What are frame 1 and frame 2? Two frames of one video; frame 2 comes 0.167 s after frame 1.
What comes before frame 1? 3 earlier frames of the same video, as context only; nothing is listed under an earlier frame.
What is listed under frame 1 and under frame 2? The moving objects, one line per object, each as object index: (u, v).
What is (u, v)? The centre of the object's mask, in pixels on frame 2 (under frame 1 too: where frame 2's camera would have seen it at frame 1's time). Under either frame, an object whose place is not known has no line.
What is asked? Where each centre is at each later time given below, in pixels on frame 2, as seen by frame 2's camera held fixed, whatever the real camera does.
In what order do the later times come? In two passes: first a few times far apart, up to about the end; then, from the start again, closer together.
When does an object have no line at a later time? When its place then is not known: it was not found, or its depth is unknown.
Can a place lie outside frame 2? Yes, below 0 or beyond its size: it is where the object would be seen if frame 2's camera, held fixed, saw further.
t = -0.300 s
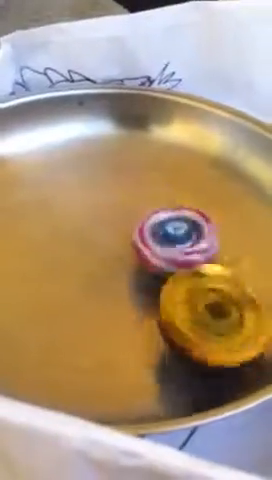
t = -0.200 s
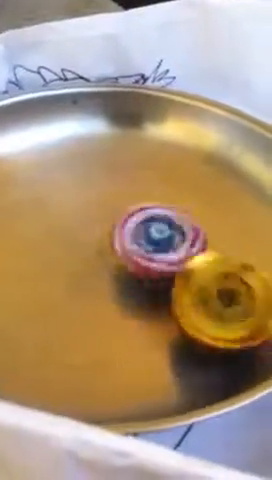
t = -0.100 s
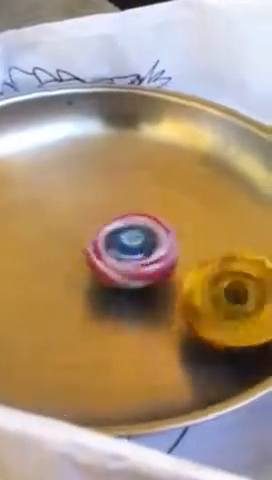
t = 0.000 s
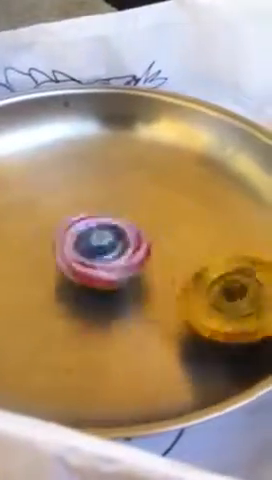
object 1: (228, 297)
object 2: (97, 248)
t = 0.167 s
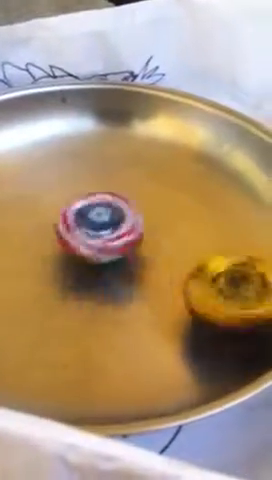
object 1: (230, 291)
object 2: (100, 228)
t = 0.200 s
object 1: (231, 288)
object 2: (106, 226)
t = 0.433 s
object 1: (230, 277)
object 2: (136, 250)
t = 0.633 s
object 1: (228, 257)
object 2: (116, 270)
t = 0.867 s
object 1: (229, 243)
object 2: (107, 252)
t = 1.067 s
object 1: (229, 244)
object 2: (141, 235)
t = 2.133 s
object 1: (216, 216)
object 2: (101, 258)
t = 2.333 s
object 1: (181, 210)
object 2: (78, 270)
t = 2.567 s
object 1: (170, 196)
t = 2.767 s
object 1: (187, 195)
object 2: (98, 268)
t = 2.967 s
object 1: (198, 213)
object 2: (101, 267)
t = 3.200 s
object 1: (205, 229)
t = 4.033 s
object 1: (200, 239)
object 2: (98, 242)
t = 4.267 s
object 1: (196, 244)
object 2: (85, 246)
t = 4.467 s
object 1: (190, 237)
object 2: (82, 245)
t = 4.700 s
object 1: (206, 225)
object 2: (87, 251)
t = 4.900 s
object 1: (218, 231)
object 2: (100, 248)
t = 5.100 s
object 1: (217, 236)
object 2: (98, 248)
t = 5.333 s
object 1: (216, 237)
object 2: (90, 236)
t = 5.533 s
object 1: (209, 233)
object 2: (101, 247)
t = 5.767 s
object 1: (215, 231)
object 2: (85, 253)
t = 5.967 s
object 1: (194, 233)
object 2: (101, 253)
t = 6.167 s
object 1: (211, 231)
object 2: (104, 257)
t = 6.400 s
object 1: (219, 240)
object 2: (112, 251)
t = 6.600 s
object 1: (225, 249)
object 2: (97, 254)
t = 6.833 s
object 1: (213, 241)
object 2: (111, 242)
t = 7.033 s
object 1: (206, 242)
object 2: (103, 240)
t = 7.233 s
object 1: (208, 253)
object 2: (110, 239)
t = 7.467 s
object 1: (202, 255)
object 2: (109, 238)
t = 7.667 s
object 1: (217, 252)
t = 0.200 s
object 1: (231, 288)
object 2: (106, 226)
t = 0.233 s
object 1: (231, 287)
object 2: (112, 227)
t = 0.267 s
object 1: (231, 287)
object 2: (115, 229)
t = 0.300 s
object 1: (230, 284)
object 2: (121, 231)
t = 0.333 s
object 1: (229, 283)
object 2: (126, 234)
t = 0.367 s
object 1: (229, 280)
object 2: (131, 239)
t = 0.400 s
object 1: (230, 279)
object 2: (134, 244)
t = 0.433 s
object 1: (230, 277)
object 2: (136, 250)
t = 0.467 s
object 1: (229, 274)
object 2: (136, 255)
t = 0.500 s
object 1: (227, 271)
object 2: (134, 260)
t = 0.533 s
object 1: (227, 266)
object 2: (130, 266)
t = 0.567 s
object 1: (227, 262)
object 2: (127, 269)
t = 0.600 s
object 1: (227, 258)
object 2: (122, 269)
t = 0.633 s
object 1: (228, 257)
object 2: (116, 270)
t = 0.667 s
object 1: (228, 252)
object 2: (112, 270)
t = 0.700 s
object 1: (228, 251)
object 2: (109, 268)
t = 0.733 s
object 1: (228, 248)
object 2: (107, 266)
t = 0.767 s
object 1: (229, 247)
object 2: (105, 263)
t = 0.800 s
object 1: (229, 247)
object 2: (104, 259)
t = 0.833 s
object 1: (229, 245)
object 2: (105, 256)
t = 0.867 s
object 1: (229, 243)
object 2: (107, 252)
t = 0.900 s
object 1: (230, 242)
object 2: (111, 247)
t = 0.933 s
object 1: (229, 241)
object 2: (115, 244)
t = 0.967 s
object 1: (230, 241)
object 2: (123, 241)
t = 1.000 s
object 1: (229, 242)
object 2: (129, 238)
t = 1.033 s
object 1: (229, 241)
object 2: (138, 237)
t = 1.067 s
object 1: (229, 244)
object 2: (141, 235)
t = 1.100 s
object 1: (228, 245)
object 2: (141, 232)
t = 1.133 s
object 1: (226, 246)
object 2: (139, 230)
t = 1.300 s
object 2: (114, 209)
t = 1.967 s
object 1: (224, 220)
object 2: (116, 232)
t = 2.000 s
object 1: (222, 221)
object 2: (115, 238)
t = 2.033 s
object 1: (222, 219)
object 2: (112, 243)
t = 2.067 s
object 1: (220, 217)
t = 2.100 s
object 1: (218, 216)
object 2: (106, 254)
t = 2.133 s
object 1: (216, 216)
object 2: (101, 258)
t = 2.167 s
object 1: (213, 217)
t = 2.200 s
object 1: (205, 217)
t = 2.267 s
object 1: (194, 213)
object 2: (82, 270)
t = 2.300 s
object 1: (187, 213)
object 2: (80, 270)
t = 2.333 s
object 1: (181, 210)
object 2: (78, 270)
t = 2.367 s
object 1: (176, 208)
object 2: (78, 268)
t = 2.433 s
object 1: (170, 203)
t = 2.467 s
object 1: (169, 201)
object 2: (84, 263)
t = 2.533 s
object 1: (170, 197)
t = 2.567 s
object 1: (170, 196)
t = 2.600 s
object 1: (172, 196)
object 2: (110, 252)
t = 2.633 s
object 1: (174, 194)
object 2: (109, 256)
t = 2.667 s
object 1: (178, 192)
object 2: (104, 260)
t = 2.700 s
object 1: (181, 192)
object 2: (103, 264)
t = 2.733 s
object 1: (184, 192)
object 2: (99, 266)
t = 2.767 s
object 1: (187, 195)
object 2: (98, 268)
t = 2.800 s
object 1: (189, 195)
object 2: (97, 269)
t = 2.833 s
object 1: (193, 199)
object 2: (96, 270)
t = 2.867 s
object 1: (195, 201)
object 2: (98, 270)
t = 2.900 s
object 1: (196, 204)
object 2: (97, 269)
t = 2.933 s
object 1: (197, 209)
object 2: (98, 268)
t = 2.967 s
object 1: (198, 213)
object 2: (101, 267)
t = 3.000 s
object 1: (197, 218)
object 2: (104, 264)
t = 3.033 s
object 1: (196, 225)
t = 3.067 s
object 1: (201, 224)
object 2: (90, 270)
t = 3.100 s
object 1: (208, 226)
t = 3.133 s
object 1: (209, 227)
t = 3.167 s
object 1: (208, 228)
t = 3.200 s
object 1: (205, 229)
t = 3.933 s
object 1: (213, 240)
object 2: (103, 240)
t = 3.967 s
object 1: (210, 236)
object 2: (103, 240)
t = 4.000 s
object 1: (204, 238)
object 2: (99, 242)
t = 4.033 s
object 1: (200, 239)
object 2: (98, 242)
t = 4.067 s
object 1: (201, 239)
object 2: (92, 243)
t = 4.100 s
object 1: (202, 240)
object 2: (89, 245)
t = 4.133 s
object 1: (201, 240)
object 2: (87, 245)
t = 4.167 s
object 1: (199, 243)
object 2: (88, 245)
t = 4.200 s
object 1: (198, 244)
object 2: (91, 245)
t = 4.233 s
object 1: (195, 244)
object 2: (92, 245)
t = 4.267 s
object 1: (196, 244)
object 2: (85, 246)
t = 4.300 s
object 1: (195, 242)
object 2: (83, 246)
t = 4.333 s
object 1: (195, 244)
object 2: (81, 245)
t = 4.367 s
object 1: (197, 243)
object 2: (79, 245)
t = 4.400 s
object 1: (194, 238)
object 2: (80, 244)
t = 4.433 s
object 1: (191, 236)
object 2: (80, 245)
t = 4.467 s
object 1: (190, 237)
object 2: (82, 245)
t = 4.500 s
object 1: (190, 237)
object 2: (88, 244)
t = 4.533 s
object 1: (188, 236)
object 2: (91, 245)
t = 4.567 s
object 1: (187, 235)
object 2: (92, 245)
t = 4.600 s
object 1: (190, 233)
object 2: (92, 248)
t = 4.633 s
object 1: (196, 230)
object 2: (91, 250)
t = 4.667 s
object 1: (201, 228)
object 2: (88, 250)
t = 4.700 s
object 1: (206, 225)
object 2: (87, 251)
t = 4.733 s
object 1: (207, 224)
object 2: (87, 251)
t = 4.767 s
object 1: (210, 225)
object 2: (90, 251)
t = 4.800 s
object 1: (216, 227)
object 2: (89, 251)
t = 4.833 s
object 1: (217, 225)
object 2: (92, 250)
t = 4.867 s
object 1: (217, 228)
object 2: (96, 249)
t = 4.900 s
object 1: (218, 231)
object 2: (100, 248)
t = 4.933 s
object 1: (217, 229)
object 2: (103, 248)
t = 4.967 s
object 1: (214, 233)
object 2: (108, 247)
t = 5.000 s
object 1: (213, 233)
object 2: (110, 248)
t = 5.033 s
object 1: (212, 234)
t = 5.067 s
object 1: (211, 235)
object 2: (107, 247)
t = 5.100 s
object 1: (217, 236)
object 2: (98, 248)
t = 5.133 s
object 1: (221, 238)
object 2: (90, 247)
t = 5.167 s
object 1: (223, 239)
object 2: (89, 245)
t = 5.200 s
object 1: (222, 240)
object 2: (89, 243)
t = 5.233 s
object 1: (220, 240)
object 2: (84, 241)
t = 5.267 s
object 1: (219, 240)
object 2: (86, 239)
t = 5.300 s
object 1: (218, 238)
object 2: (88, 238)
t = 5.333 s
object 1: (216, 237)
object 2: (90, 236)
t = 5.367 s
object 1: (213, 237)
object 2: (97, 235)
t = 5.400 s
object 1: (216, 238)
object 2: (102, 237)
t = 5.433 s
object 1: (214, 237)
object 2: (105, 238)
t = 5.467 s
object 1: (210, 235)
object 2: (110, 240)
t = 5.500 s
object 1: (209, 235)
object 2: (112, 242)
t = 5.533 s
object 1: (209, 233)
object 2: (101, 247)
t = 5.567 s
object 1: (215, 234)
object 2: (94, 249)
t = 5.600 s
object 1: (218, 232)
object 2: (93, 251)
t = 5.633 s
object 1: (220, 230)
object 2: (90, 251)
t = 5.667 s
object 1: (221, 230)
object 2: (87, 250)
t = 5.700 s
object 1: (220, 229)
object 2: (83, 254)
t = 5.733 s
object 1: (219, 231)
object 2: (83, 255)
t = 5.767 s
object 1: (215, 231)
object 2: (85, 253)
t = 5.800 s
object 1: (212, 231)
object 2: (85, 255)
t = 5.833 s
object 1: (209, 233)
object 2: (85, 256)
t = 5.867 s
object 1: (205, 237)
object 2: (90, 255)
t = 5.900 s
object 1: (203, 236)
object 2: (93, 255)
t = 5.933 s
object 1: (198, 234)
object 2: (96, 254)
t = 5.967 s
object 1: (194, 233)
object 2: (101, 253)
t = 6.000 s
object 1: (195, 233)
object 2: (102, 253)
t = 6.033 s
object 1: (195, 233)
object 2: (103, 254)
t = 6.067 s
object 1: (200, 235)
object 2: (105, 255)
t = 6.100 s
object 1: (204, 232)
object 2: (105, 257)
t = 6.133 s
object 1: (208, 231)
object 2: (106, 257)
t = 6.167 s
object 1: (211, 231)
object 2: (104, 257)
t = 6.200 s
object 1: (215, 231)
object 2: (104, 258)
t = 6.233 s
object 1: (219, 232)
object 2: (106, 258)
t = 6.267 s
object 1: (222, 233)
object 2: (107, 256)
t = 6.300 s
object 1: (226, 235)
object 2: (107, 255)
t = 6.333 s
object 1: (223, 238)
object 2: (107, 254)
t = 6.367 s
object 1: (220, 239)
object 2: (111, 252)
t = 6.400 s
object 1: (219, 240)
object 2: (112, 251)
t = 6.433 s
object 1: (217, 237)
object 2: (105, 249)
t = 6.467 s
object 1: (220, 241)
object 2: (97, 249)
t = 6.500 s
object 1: (218, 242)
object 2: (96, 249)
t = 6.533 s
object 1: (220, 243)
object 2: (93, 252)
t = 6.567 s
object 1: (222, 243)
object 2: (95, 252)
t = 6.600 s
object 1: (225, 249)
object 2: (97, 254)
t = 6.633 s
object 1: (223, 249)
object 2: (102, 253)
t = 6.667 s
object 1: (223, 248)
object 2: (106, 251)
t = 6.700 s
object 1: (222, 247)
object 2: (109, 248)
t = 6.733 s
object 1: (218, 246)
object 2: (110, 247)
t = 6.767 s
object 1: (218, 241)
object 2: (110, 244)
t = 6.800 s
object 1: (213, 240)
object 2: (111, 244)
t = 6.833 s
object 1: (213, 241)
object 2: (111, 242)
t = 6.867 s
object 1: (209, 241)
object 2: (111, 241)
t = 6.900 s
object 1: (208, 242)
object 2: (106, 239)
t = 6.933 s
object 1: (208, 243)
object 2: (104, 239)
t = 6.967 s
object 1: (208, 242)
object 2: (102, 238)
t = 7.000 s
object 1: (208, 242)
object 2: (101, 240)
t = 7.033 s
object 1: (206, 242)
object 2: (103, 240)
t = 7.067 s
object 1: (205, 243)
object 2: (102, 238)
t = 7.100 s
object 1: (206, 247)
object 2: (102, 239)
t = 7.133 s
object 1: (207, 250)
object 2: (103, 239)
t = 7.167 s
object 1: (209, 252)
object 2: (105, 241)
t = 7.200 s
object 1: (209, 251)
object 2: (109, 240)
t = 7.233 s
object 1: (208, 253)
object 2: (110, 239)
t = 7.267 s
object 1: (206, 253)
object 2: (111, 240)
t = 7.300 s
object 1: (203, 255)
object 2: (108, 240)
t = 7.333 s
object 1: (204, 255)
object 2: (105, 237)
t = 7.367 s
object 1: (204, 257)
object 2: (105, 238)
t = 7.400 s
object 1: (202, 256)
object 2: (104, 236)
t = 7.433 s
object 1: (200, 255)
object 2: (107, 237)
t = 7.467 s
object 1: (202, 255)
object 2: (109, 238)
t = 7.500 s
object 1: (201, 253)
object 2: (109, 238)
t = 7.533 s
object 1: (204, 252)
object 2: (111, 238)
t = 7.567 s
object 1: (206, 250)
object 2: (111, 238)
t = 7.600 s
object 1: (212, 252)
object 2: (110, 237)
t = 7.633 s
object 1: (214, 249)
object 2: (109, 237)
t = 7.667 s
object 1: (217, 252)
